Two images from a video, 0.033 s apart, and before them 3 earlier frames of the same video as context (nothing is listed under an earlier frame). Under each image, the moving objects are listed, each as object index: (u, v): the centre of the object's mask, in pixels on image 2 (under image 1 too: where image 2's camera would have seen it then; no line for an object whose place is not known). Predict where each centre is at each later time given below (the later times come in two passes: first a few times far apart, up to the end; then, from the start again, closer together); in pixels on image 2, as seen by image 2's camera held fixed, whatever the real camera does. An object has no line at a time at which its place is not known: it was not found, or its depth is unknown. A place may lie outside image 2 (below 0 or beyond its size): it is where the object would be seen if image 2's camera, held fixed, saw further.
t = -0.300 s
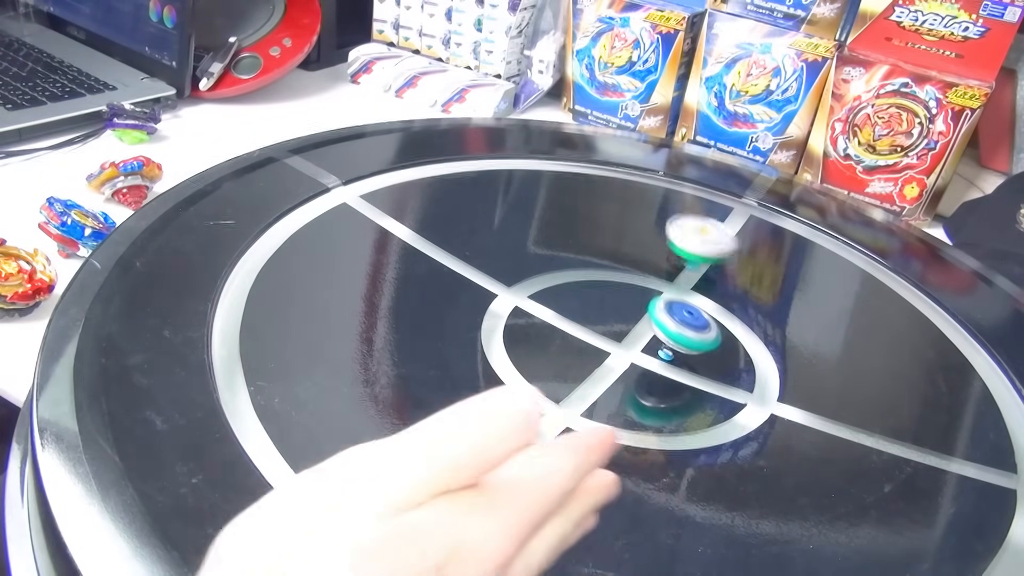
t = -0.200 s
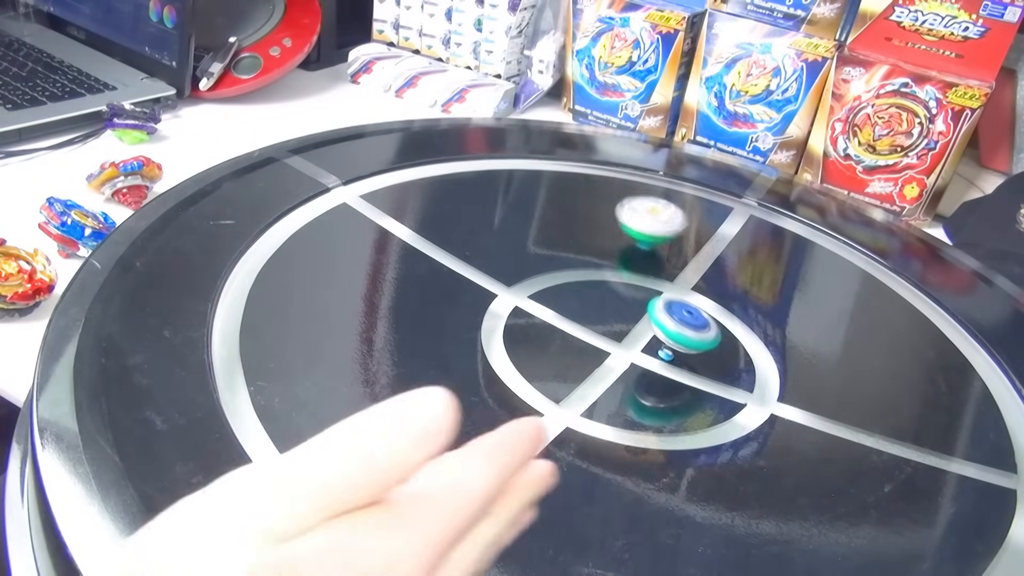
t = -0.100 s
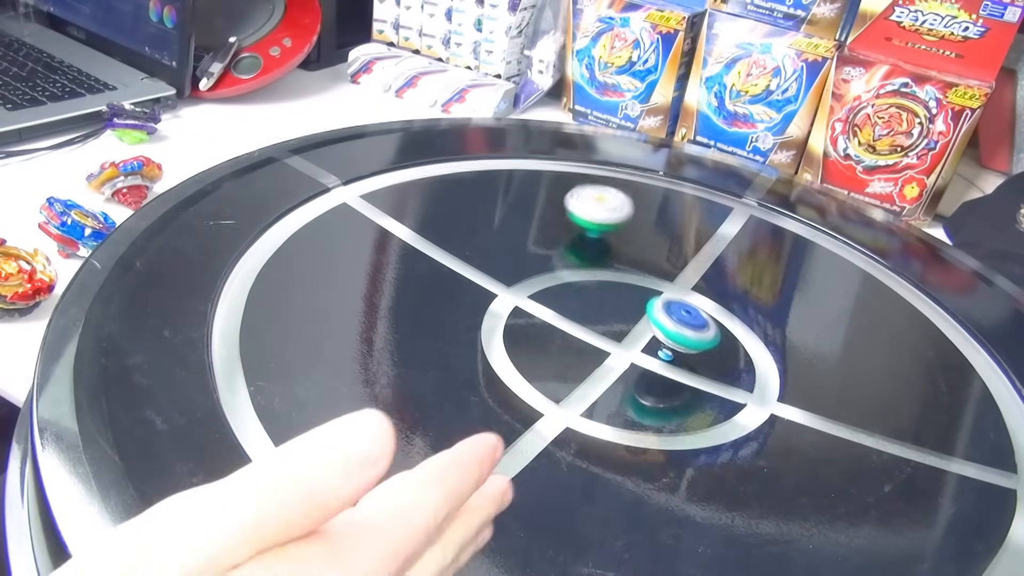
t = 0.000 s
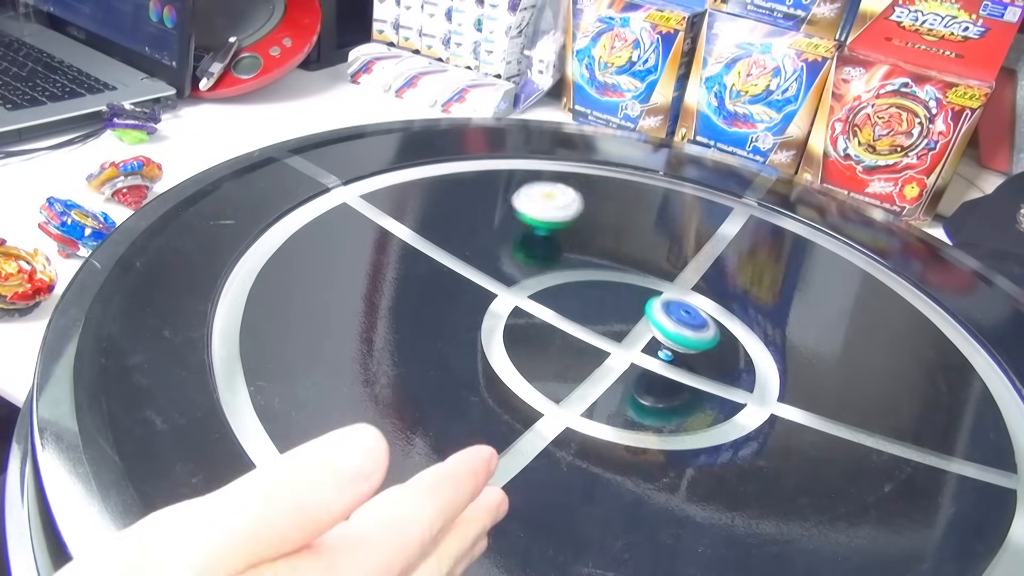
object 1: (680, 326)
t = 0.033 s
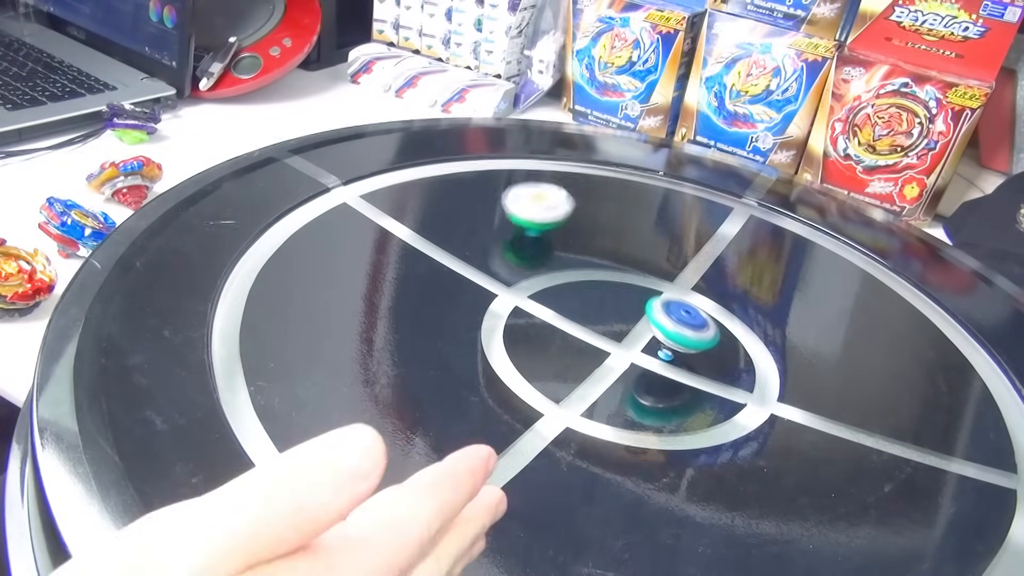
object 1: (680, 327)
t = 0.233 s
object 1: (680, 326)
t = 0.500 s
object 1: (687, 329)
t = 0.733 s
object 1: (687, 330)
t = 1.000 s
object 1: (685, 332)
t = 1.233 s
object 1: (683, 330)
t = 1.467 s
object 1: (682, 314)
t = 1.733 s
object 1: (680, 316)
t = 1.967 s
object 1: (675, 315)
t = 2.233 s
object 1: (669, 312)
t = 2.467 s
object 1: (665, 310)
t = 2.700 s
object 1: (662, 309)
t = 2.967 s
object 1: (661, 304)
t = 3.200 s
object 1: (663, 306)
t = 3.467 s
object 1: (667, 304)
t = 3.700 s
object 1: (674, 305)
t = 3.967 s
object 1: (684, 310)
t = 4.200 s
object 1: (688, 314)
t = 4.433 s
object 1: (691, 316)
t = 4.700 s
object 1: (688, 320)
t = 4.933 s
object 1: (675, 319)
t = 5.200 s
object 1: (662, 315)
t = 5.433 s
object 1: (655, 310)
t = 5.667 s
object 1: (652, 305)
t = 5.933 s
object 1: (654, 305)
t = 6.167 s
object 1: (658, 303)
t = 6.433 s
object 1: (668, 305)
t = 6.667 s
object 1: (676, 310)
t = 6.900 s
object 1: (679, 315)
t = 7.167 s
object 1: (677, 318)
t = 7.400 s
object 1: (665, 319)
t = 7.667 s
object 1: (652, 314)
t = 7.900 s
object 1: (647, 310)
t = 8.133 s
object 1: (645, 308)
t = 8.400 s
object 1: (650, 300)
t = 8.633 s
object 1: (660, 305)
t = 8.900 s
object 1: (673, 312)
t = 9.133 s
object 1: (678, 318)
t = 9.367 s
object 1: (675, 322)
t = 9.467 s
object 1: (668, 322)
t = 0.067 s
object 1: (681, 326)
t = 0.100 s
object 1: (680, 326)
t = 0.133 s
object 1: (680, 326)
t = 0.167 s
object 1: (680, 326)
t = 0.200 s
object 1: (680, 327)
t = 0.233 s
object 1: (680, 326)
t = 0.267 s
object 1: (679, 326)
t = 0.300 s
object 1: (680, 326)
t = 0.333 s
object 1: (679, 326)
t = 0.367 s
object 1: (679, 326)
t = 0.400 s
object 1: (679, 326)
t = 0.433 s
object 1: (679, 326)
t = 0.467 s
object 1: (679, 326)
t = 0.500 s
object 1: (687, 329)
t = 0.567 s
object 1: (687, 329)
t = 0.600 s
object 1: (687, 330)
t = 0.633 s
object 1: (687, 330)
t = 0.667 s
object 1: (687, 330)
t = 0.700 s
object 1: (687, 330)
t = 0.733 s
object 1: (687, 330)
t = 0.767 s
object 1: (687, 331)
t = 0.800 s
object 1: (686, 331)
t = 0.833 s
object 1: (686, 331)
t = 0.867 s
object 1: (686, 331)
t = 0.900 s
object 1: (686, 332)
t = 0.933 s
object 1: (686, 332)
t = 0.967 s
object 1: (685, 332)
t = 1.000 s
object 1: (685, 332)
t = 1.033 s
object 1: (685, 332)
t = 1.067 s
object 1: (685, 331)
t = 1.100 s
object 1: (684, 331)
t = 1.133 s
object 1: (684, 331)
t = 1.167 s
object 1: (684, 331)
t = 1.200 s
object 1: (683, 331)
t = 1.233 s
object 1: (683, 330)
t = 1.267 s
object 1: (682, 331)
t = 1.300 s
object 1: (682, 330)
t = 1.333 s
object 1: (682, 329)
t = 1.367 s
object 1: (679, 325)
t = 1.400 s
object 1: (679, 320)
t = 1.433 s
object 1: (680, 316)
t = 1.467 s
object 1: (682, 314)
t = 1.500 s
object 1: (685, 313)
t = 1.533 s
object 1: (684, 313)
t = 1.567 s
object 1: (684, 312)
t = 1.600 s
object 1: (683, 312)
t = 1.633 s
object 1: (683, 313)
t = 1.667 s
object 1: (684, 315)
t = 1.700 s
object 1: (681, 316)
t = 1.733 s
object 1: (680, 316)
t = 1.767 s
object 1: (679, 315)
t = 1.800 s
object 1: (679, 316)
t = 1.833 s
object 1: (678, 316)
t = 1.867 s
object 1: (676, 316)
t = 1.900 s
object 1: (676, 315)
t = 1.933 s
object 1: (676, 315)
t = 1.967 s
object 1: (675, 315)
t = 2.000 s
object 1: (674, 315)
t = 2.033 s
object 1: (673, 314)
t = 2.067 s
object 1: (673, 314)
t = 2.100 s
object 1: (672, 314)
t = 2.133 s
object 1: (672, 313)
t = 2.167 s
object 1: (671, 313)
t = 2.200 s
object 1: (670, 313)
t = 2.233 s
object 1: (669, 312)
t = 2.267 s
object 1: (669, 312)
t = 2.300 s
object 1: (668, 312)
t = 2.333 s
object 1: (667, 311)
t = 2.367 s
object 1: (666, 311)
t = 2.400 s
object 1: (666, 311)
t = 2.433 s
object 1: (666, 310)
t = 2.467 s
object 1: (665, 310)
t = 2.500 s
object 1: (664, 310)
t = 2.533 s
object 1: (664, 310)
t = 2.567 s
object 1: (664, 309)
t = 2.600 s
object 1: (663, 309)
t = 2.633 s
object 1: (663, 309)
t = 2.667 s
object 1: (662, 309)
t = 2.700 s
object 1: (662, 309)
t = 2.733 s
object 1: (662, 308)
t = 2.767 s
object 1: (662, 308)
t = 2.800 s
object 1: (661, 308)
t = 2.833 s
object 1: (661, 308)
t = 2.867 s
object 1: (661, 308)
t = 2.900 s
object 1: (661, 305)
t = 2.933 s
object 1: (661, 305)
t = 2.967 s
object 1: (661, 304)
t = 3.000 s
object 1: (661, 304)
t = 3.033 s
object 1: (661, 304)
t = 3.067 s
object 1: (662, 306)
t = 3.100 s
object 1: (661, 302)
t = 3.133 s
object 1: (661, 302)
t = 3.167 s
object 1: (662, 301)
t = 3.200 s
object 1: (663, 306)
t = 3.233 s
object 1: (663, 306)
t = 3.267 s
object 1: (663, 305)
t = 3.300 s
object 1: (664, 305)
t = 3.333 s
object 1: (665, 305)
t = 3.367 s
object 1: (665, 304)
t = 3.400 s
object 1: (666, 304)
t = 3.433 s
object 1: (667, 304)
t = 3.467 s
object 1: (667, 304)
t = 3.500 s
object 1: (668, 304)
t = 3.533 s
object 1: (669, 305)
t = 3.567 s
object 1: (670, 304)
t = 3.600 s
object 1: (671, 304)
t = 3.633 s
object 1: (671, 306)
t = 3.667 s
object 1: (672, 307)
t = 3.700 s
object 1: (674, 305)
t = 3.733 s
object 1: (676, 307)
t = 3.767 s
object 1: (678, 307)
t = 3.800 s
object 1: (679, 308)
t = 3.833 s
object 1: (679, 308)
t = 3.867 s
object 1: (680, 307)
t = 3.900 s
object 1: (681, 307)
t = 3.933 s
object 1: (683, 310)
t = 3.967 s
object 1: (684, 310)
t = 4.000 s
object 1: (684, 310)
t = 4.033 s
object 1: (685, 311)
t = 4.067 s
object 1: (686, 312)
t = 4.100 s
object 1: (686, 311)
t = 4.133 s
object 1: (687, 312)
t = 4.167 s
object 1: (688, 314)
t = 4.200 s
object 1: (688, 314)
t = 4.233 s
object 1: (689, 314)
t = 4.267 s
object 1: (689, 315)
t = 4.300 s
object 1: (690, 315)
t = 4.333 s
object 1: (690, 315)
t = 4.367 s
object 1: (690, 316)
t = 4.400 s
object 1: (691, 316)
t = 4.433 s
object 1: (691, 316)
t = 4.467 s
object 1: (691, 317)
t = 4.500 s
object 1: (691, 317)
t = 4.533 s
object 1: (691, 318)
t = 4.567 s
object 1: (691, 318)
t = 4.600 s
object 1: (690, 319)
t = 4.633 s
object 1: (690, 319)
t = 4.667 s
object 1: (689, 319)
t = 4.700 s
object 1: (688, 320)
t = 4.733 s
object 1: (687, 320)
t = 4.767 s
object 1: (685, 320)
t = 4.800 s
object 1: (683, 320)
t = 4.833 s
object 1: (681, 320)
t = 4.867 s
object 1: (679, 320)
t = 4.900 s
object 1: (677, 319)
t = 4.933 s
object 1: (675, 319)
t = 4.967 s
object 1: (674, 319)
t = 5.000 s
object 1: (672, 318)
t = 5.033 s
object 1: (671, 318)
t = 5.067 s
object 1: (669, 317)
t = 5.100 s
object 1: (667, 317)
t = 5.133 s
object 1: (666, 316)
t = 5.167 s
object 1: (664, 316)
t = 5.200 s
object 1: (662, 315)
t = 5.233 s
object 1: (662, 314)
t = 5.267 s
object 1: (660, 313)
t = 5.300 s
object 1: (659, 312)
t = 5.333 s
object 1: (659, 312)
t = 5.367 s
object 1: (658, 311)
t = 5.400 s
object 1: (656, 310)
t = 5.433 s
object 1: (655, 310)
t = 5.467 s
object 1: (655, 309)
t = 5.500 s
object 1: (654, 308)
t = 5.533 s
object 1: (654, 308)
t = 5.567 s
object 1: (653, 307)
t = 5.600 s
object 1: (652, 306)
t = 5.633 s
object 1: (652, 306)
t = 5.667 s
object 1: (652, 305)
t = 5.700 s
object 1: (652, 304)
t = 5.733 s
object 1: (652, 304)
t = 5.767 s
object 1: (652, 303)
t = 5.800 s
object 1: (652, 303)
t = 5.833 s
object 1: (652, 302)
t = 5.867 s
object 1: (652, 301)
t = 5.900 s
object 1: (654, 305)
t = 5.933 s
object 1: (654, 305)
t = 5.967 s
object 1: (654, 305)
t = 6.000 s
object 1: (655, 304)
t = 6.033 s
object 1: (655, 304)
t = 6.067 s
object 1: (656, 304)
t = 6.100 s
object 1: (657, 304)
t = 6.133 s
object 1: (657, 303)
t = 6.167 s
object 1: (658, 303)
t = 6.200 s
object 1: (660, 303)
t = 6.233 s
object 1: (660, 303)
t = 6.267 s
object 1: (661, 303)
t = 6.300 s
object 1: (663, 304)
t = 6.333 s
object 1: (664, 304)
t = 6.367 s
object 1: (665, 304)
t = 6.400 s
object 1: (667, 305)
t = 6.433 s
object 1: (668, 305)
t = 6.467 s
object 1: (670, 306)
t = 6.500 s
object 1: (671, 307)
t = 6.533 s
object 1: (671, 307)
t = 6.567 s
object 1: (672, 308)
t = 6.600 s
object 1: (674, 309)
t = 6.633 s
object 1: (675, 310)
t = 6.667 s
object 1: (676, 310)
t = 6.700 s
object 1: (676, 312)
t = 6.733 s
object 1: (677, 312)
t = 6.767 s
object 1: (678, 313)
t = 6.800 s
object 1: (678, 314)
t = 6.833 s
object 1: (678, 314)
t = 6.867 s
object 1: (679, 314)
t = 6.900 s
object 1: (679, 315)
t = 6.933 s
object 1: (679, 316)
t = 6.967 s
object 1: (680, 316)
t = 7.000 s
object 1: (680, 317)
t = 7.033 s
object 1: (680, 317)
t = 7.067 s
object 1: (679, 318)
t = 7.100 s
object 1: (679, 318)
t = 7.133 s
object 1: (679, 319)
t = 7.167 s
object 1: (677, 318)
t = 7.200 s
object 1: (676, 318)
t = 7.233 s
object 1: (675, 319)
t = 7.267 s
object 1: (674, 319)
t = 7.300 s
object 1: (671, 319)
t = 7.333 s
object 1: (670, 319)
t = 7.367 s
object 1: (667, 319)
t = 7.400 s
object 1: (665, 319)
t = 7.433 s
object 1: (663, 318)
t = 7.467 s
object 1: (662, 318)
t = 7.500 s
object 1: (660, 317)
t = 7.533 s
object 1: (658, 317)
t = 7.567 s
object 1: (656, 316)
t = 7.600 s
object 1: (654, 315)
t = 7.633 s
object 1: (654, 315)
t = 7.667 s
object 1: (652, 314)
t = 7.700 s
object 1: (653, 312)
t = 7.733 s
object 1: (653, 313)
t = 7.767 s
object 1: (650, 313)
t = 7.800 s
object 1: (648, 312)
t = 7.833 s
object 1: (648, 311)
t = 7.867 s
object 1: (648, 310)
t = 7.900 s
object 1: (647, 310)
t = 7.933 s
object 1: (646, 310)
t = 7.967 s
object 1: (645, 309)
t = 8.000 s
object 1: (645, 308)
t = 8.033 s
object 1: (646, 308)
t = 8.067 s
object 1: (645, 308)
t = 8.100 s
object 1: (645, 308)
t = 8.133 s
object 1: (645, 308)
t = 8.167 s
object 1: (646, 307)
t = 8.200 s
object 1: (646, 303)
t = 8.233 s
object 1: (646, 303)
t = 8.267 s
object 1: (646, 302)
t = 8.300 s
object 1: (647, 302)
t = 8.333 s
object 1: (647, 301)
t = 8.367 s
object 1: (649, 301)
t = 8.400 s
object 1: (650, 300)
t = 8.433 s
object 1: (651, 301)
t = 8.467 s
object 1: (653, 300)
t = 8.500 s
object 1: (654, 300)
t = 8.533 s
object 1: (656, 304)
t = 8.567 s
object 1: (657, 305)
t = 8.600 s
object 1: (659, 305)
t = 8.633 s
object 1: (660, 305)
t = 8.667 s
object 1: (662, 306)
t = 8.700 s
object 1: (664, 306)
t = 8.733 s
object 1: (664, 306)
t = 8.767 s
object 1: (667, 307)
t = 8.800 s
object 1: (668, 308)
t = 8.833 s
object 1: (669, 308)
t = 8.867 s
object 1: (671, 310)
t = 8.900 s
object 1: (673, 312)
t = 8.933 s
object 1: (674, 312)
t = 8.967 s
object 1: (675, 313)
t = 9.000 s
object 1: (675, 315)
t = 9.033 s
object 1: (676, 315)
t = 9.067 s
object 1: (677, 316)
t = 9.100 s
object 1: (678, 317)
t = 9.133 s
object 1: (678, 318)
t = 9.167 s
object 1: (678, 319)
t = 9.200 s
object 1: (678, 320)
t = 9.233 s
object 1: (678, 320)
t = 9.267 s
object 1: (678, 321)
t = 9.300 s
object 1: (677, 321)
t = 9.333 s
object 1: (676, 321)
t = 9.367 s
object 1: (675, 322)
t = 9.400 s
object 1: (673, 322)
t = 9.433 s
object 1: (671, 322)
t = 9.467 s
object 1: (668, 322)
